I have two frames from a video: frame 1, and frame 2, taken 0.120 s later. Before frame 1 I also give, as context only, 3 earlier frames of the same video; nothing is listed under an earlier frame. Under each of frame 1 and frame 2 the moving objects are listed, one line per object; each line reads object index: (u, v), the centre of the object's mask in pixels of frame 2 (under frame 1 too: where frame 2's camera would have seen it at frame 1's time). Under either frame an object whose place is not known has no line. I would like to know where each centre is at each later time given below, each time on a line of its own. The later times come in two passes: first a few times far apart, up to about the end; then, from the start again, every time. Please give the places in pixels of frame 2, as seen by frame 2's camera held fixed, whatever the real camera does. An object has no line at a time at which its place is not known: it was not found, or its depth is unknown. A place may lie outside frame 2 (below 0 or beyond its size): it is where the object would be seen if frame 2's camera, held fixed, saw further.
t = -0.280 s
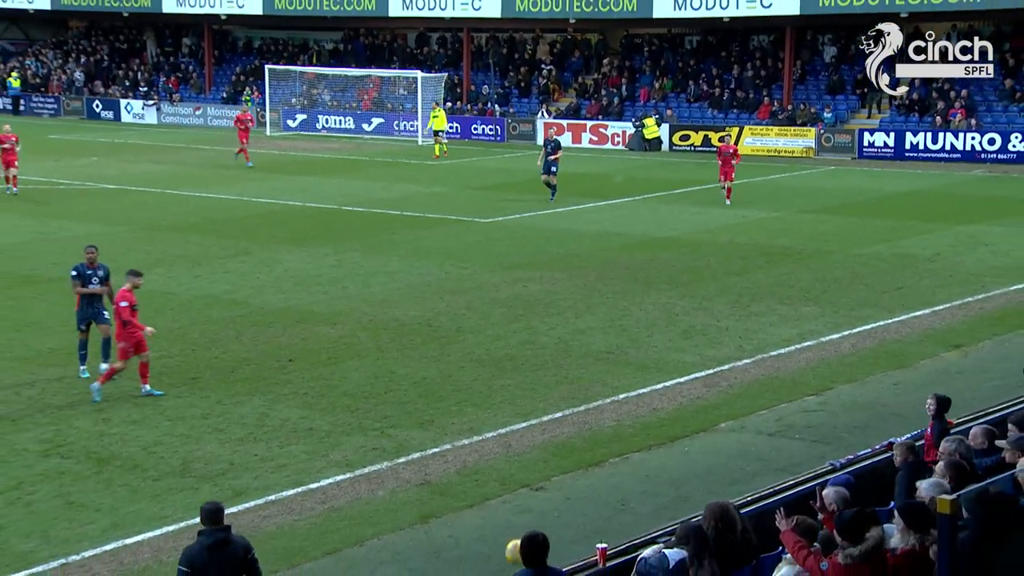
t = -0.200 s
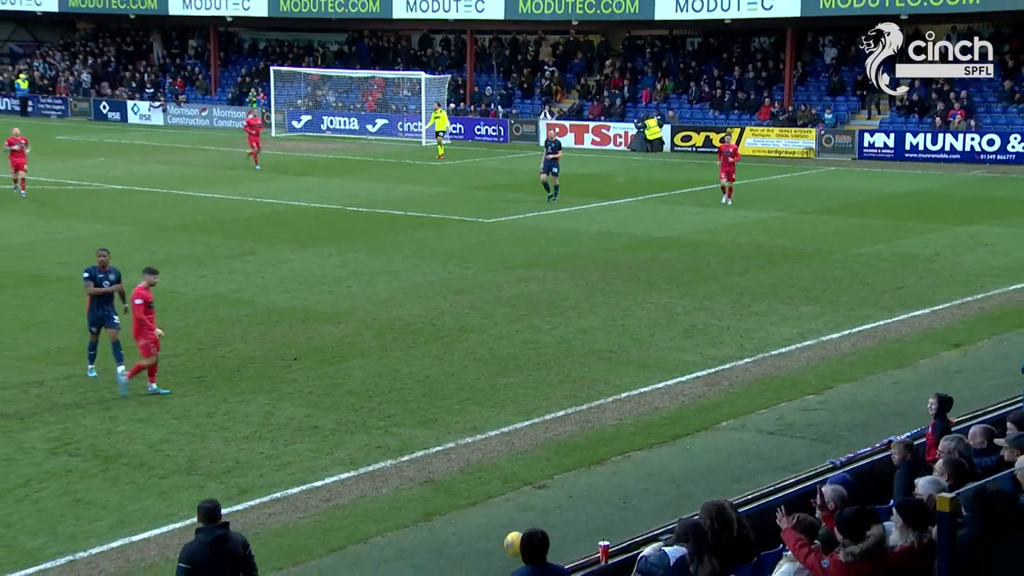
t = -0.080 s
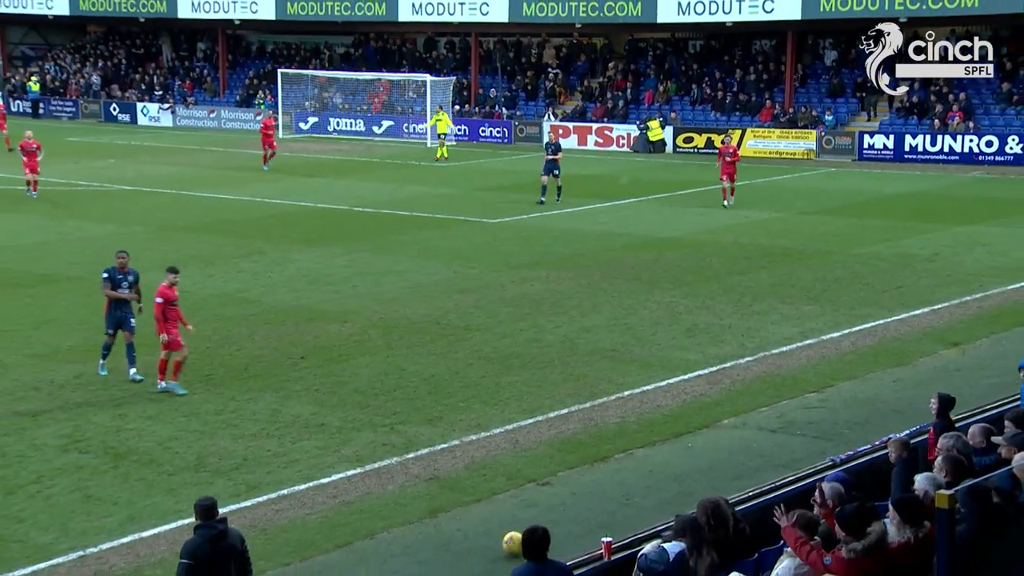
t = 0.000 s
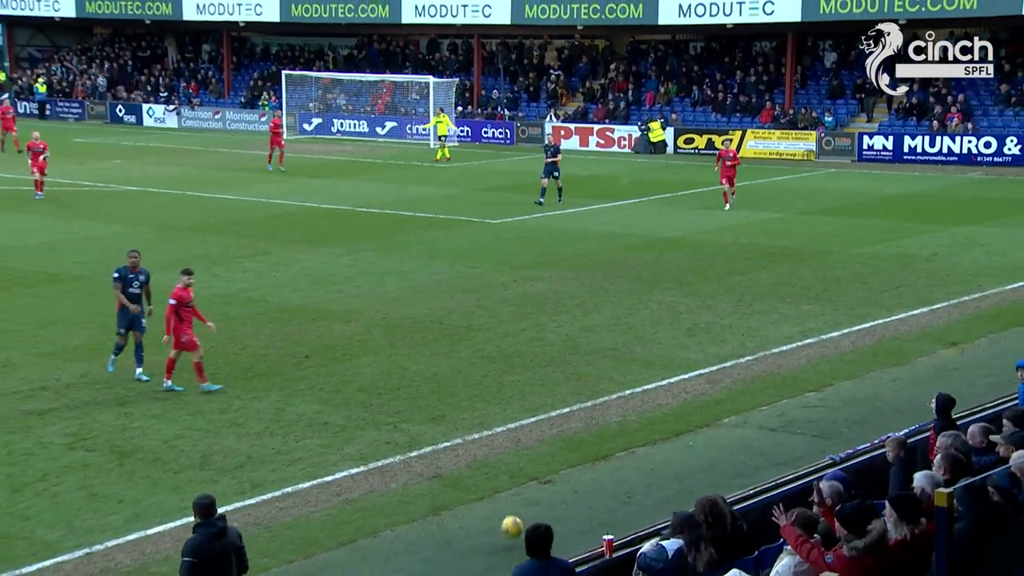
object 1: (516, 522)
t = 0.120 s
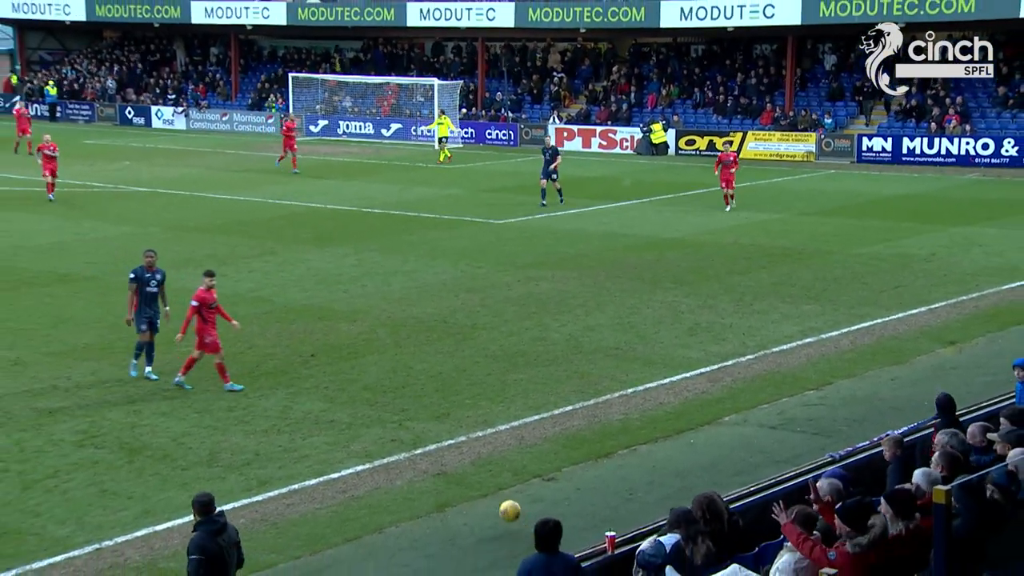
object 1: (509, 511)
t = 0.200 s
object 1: (506, 510)
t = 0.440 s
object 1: (495, 500)
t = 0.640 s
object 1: (486, 489)
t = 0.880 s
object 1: (475, 471)
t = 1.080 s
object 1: (468, 458)
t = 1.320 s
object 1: (460, 446)
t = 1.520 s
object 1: (454, 436)
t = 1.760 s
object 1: (448, 425)
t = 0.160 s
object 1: (507, 510)
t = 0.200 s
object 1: (506, 510)
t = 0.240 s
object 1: (504, 513)
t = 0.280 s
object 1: (502, 511)
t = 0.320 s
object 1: (500, 505)
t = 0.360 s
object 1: (498, 502)
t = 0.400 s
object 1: (496, 500)
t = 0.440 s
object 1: (495, 500)
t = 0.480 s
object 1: (493, 499)
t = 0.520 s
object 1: (491, 495)
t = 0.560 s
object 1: (490, 492)
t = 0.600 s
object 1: (488, 491)
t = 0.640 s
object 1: (486, 489)
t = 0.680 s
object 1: (484, 485)
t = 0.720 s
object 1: (482, 482)
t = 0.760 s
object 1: (480, 480)
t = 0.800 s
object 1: (479, 476)
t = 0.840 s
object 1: (477, 474)
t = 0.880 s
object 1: (475, 471)
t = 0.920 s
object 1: (474, 469)
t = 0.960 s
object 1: (472, 466)
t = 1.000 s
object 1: (471, 463)
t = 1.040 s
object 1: (470, 461)
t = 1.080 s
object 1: (468, 458)
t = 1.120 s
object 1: (466, 457)
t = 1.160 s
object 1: (465, 455)
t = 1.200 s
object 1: (464, 452)
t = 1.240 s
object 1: (462, 450)
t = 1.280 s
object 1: (461, 448)
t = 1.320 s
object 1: (460, 446)
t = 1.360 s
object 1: (459, 444)
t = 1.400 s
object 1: (457, 442)
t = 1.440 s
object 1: (457, 440)
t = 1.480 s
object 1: (455, 437)
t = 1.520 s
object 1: (454, 436)
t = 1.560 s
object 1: (453, 434)
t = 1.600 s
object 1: (452, 432)
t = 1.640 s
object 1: (451, 431)
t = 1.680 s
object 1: (450, 429)
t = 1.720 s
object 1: (449, 427)
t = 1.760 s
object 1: (448, 425)
